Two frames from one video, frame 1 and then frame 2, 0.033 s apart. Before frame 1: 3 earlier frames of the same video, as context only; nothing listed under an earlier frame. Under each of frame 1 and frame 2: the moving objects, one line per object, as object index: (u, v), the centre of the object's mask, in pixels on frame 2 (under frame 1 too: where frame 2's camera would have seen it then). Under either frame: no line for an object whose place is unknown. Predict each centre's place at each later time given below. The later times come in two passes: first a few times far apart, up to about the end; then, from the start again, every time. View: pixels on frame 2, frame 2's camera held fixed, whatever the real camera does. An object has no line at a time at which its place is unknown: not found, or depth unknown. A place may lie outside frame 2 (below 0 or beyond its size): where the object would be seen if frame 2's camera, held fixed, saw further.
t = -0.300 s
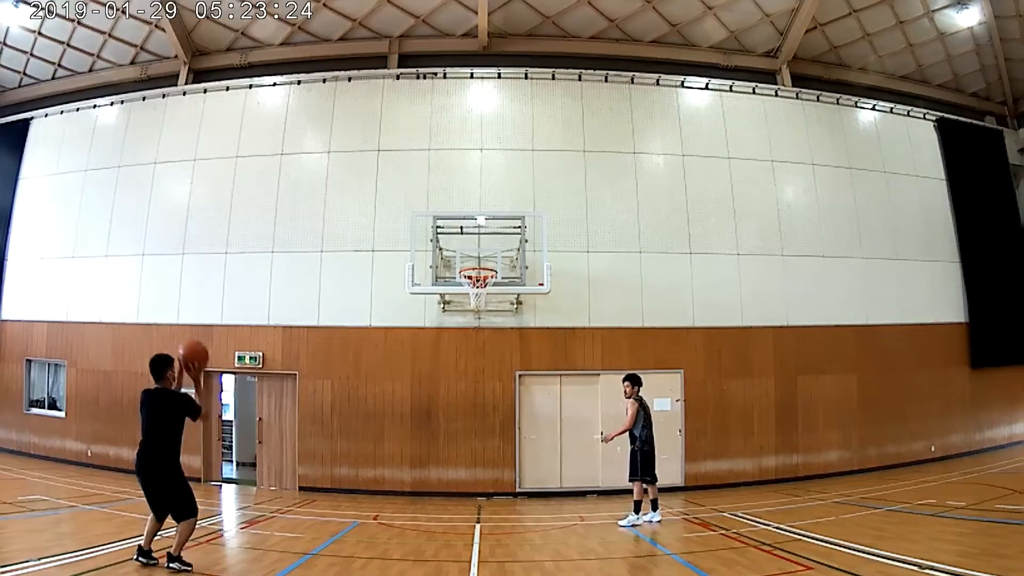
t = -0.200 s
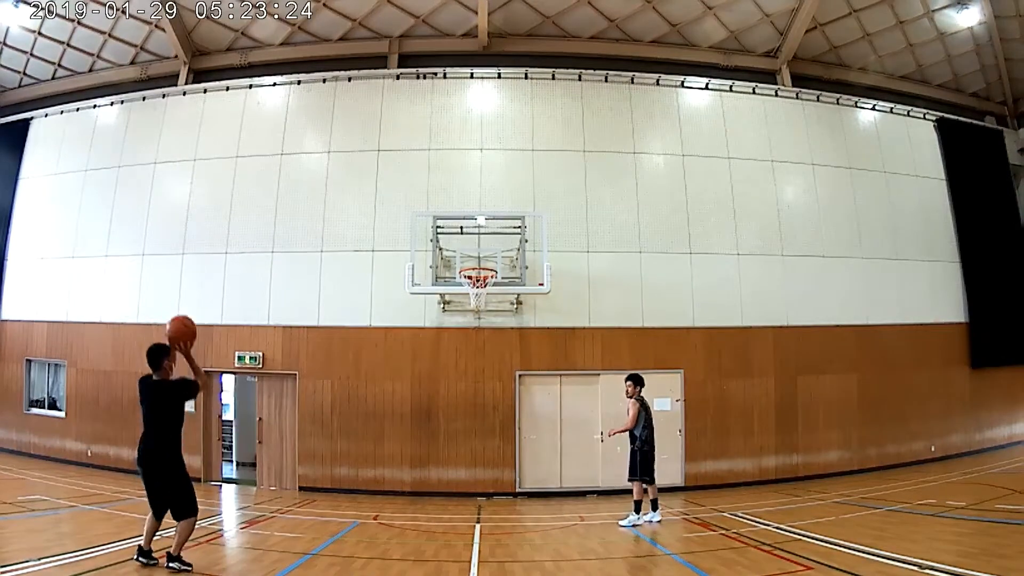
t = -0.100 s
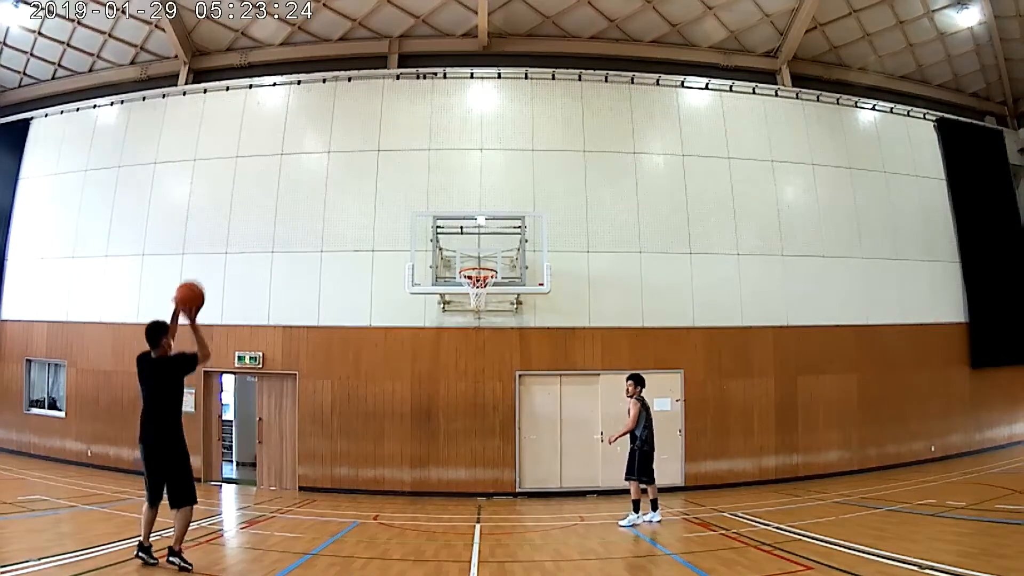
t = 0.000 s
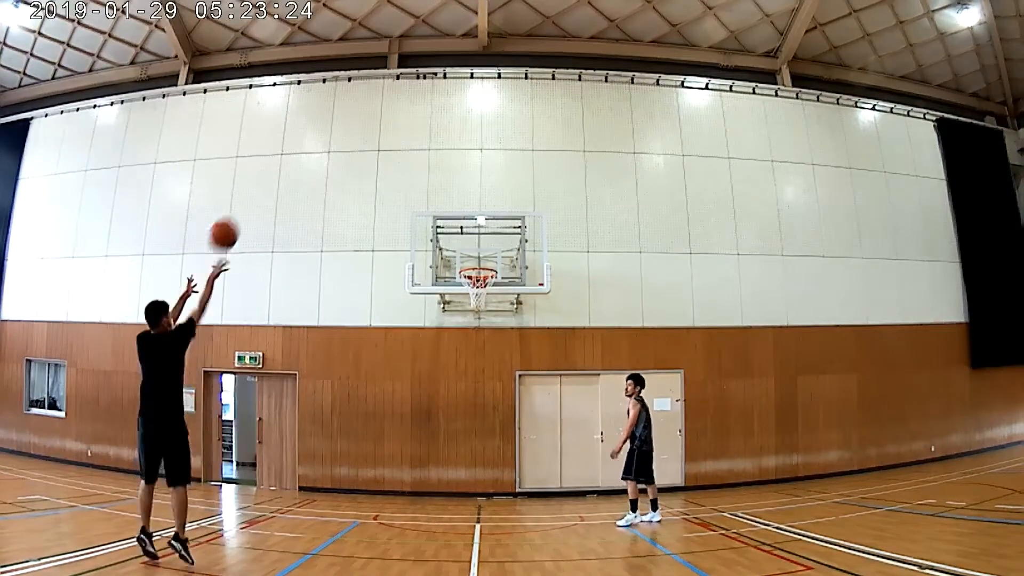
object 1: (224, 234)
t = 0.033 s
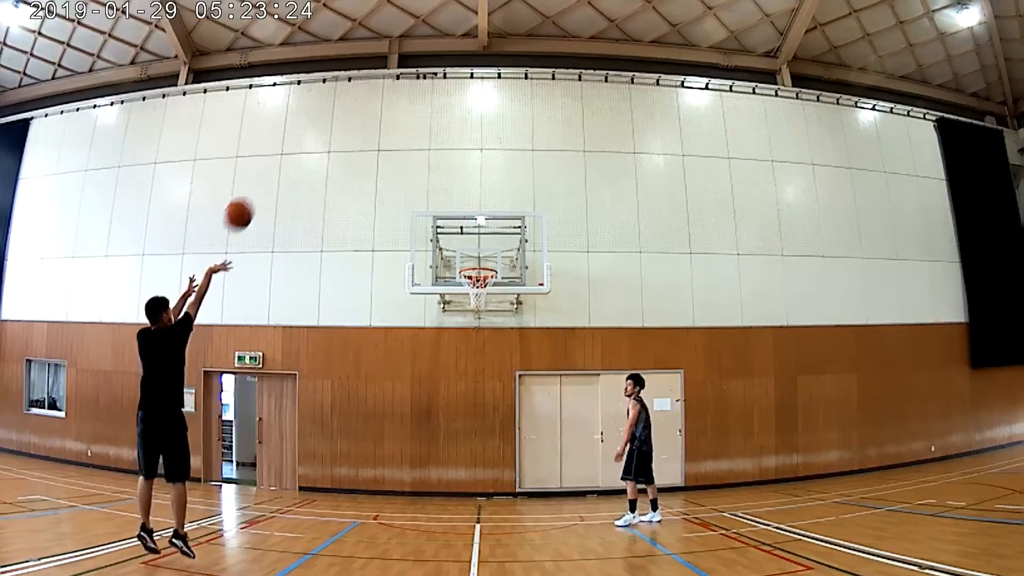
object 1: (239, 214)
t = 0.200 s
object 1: (302, 147)
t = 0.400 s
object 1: (359, 119)
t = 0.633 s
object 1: (408, 134)
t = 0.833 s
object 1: (441, 177)
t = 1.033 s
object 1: (469, 244)
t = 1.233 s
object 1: (486, 240)
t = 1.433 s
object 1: (501, 217)
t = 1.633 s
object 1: (519, 229)
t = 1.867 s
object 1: (546, 306)
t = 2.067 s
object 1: (577, 457)
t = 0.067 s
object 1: (253, 196)
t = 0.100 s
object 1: (266, 181)
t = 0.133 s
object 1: (279, 168)
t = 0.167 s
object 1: (291, 157)
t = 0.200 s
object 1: (302, 147)
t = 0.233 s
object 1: (312, 139)
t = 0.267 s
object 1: (323, 132)
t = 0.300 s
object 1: (332, 127)
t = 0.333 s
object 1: (341, 123)
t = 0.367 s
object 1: (350, 121)
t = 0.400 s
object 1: (359, 119)
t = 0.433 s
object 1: (366, 119)
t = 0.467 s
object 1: (374, 119)
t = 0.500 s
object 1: (381, 120)
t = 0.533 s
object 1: (388, 122)
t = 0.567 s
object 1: (395, 125)
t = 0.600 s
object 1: (401, 129)
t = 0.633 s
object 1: (408, 134)
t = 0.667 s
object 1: (413, 139)
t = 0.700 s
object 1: (419, 145)
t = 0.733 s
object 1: (425, 152)
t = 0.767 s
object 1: (430, 159)
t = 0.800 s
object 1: (436, 168)
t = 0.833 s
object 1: (441, 177)
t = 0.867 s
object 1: (446, 186)
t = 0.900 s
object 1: (451, 196)
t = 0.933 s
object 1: (456, 207)
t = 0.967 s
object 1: (460, 218)
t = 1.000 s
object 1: (465, 230)
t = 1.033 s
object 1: (469, 244)
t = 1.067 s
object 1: (474, 256)
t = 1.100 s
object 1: (478, 265)
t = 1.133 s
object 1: (480, 261)
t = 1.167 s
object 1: (482, 253)
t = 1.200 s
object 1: (484, 246)
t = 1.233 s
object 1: (486, 240)
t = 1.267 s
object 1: (489, 234)
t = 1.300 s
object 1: (491, 229)
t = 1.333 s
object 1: (493, 225)
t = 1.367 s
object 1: (496, 222)
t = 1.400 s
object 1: (498, 219)
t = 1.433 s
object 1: (501, 217)
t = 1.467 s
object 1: (503, 217)
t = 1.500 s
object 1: (506, 217)
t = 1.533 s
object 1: (509, 218)
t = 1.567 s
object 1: (512, 221)
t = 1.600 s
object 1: (515, 224)
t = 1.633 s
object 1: (519, 229)
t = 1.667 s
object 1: (522, 235)
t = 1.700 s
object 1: (525, 242)
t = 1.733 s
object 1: (529, 251)
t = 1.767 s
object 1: (533, 262)
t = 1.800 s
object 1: (537, 275)
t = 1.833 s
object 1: (542, 289)
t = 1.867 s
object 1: (546, 306)
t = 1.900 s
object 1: (551, 325)
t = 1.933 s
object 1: (556, 348)
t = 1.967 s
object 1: (561, 371)
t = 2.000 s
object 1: (566, 396)
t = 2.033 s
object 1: (572, 425)
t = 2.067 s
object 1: (577, 457)
